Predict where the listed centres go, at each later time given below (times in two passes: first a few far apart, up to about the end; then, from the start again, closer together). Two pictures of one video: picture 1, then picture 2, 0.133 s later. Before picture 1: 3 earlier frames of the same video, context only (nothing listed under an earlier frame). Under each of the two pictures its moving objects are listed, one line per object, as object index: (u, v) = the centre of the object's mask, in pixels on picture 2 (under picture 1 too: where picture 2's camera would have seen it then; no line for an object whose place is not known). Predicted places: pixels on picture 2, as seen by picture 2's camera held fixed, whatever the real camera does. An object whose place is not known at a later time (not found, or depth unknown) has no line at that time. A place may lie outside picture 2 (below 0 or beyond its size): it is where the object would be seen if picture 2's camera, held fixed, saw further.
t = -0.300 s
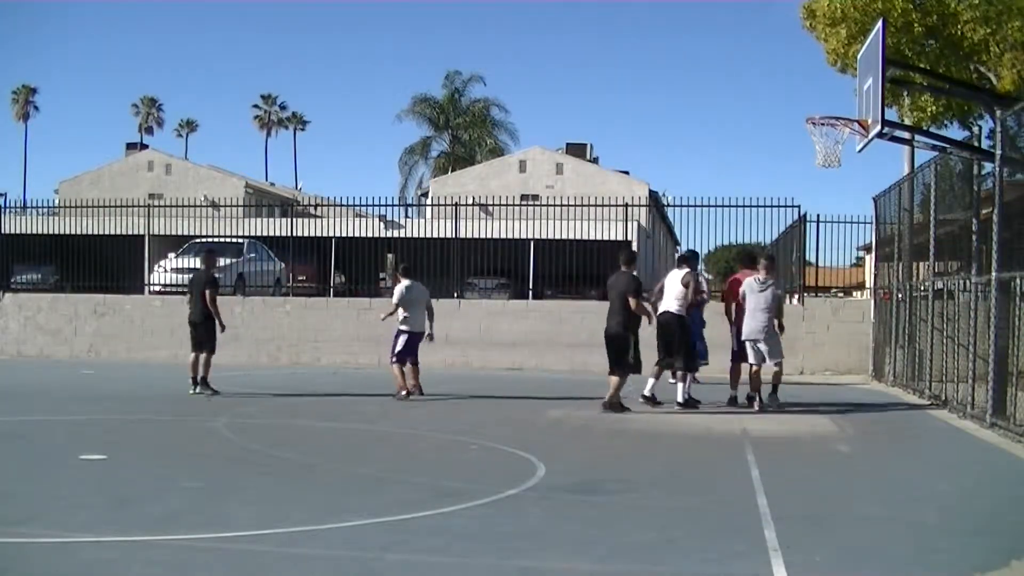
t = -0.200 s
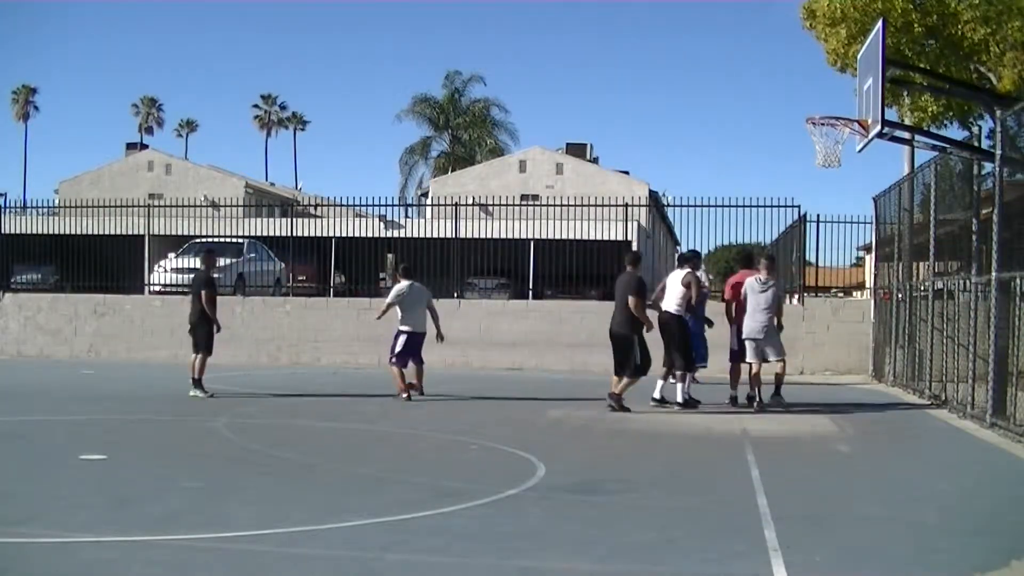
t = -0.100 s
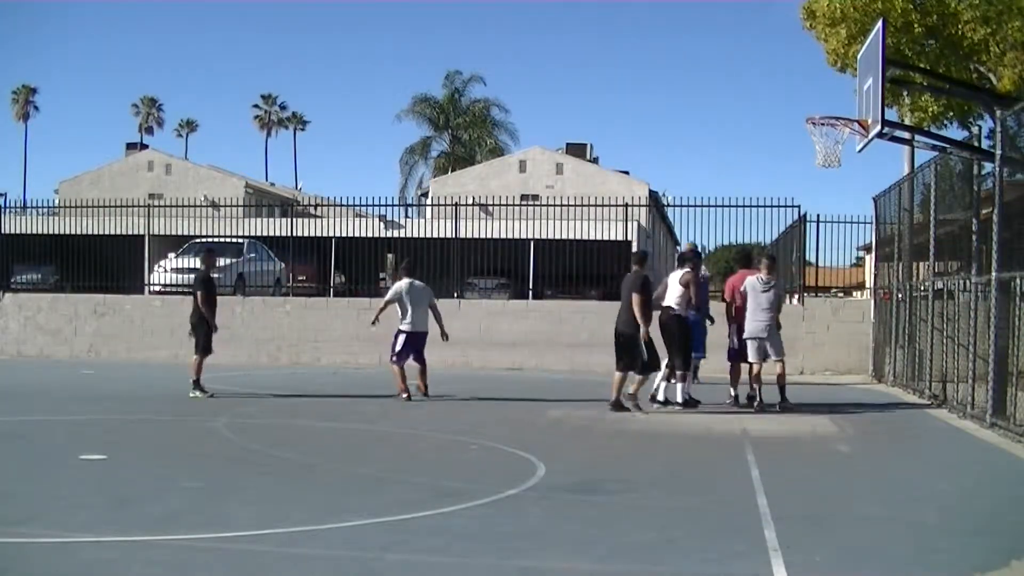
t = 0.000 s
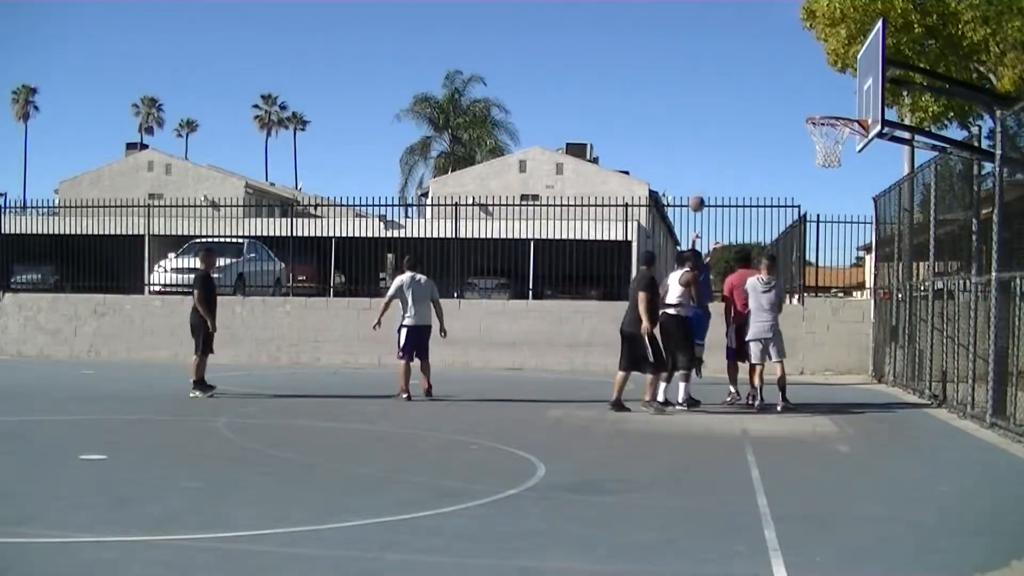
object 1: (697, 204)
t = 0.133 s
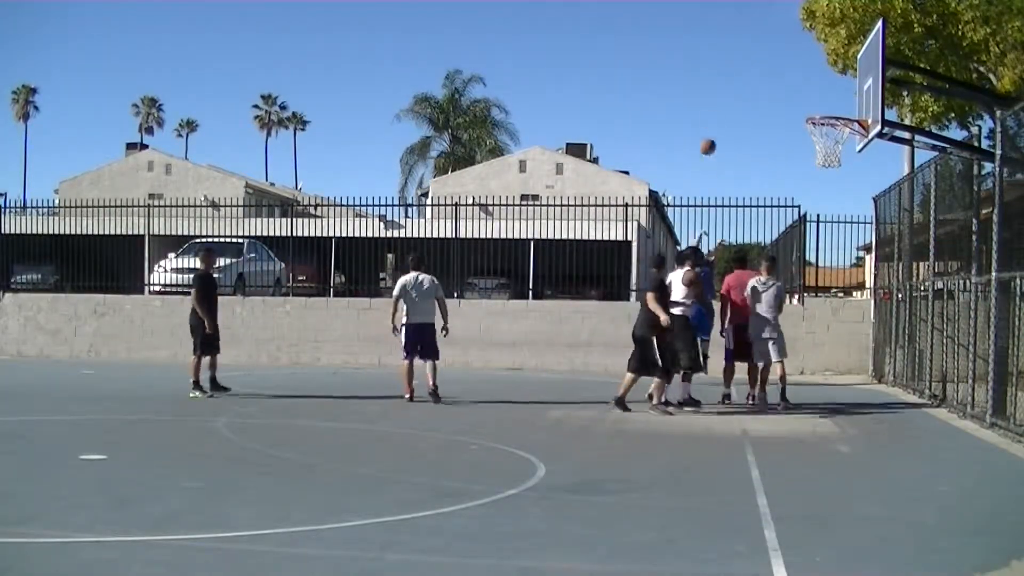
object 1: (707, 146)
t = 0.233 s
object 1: (716, 110)
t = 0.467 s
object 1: (736, 46)
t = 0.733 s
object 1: (764, 19)
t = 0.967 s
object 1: (793, 44)
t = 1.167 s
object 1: (821, 111)
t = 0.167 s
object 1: (710, 134)
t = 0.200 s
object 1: (713, 121)
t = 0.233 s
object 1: (716, 110)
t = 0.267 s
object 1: (719, 98)
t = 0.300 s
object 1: (722, 87)
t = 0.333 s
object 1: (724, 78)
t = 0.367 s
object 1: (726, 69)
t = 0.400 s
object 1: (730, 60)
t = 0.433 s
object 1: (732, 53)
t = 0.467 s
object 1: (736, 46)
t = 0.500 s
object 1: (739, 40)
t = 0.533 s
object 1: (743, 34)
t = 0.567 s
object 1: (745, 29)
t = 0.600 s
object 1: (748, 26)
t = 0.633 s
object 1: (753, 23)
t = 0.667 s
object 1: (756, 20)
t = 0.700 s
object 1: (760, 19)
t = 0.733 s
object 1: (764, 19)
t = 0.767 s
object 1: (767, 19)
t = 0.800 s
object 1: (771, 20)
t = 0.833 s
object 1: (776, 23)
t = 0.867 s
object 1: (780, 26)
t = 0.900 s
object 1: (784, 30)
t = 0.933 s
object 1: (789, 37)
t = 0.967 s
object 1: (793, 44)
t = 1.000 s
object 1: (797, 52)
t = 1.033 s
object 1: (801, 61)
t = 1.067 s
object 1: (806, 71)
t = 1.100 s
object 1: (812, 83)
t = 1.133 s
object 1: (816, 96)
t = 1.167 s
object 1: (821, 111)
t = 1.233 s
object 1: (831, 145)
